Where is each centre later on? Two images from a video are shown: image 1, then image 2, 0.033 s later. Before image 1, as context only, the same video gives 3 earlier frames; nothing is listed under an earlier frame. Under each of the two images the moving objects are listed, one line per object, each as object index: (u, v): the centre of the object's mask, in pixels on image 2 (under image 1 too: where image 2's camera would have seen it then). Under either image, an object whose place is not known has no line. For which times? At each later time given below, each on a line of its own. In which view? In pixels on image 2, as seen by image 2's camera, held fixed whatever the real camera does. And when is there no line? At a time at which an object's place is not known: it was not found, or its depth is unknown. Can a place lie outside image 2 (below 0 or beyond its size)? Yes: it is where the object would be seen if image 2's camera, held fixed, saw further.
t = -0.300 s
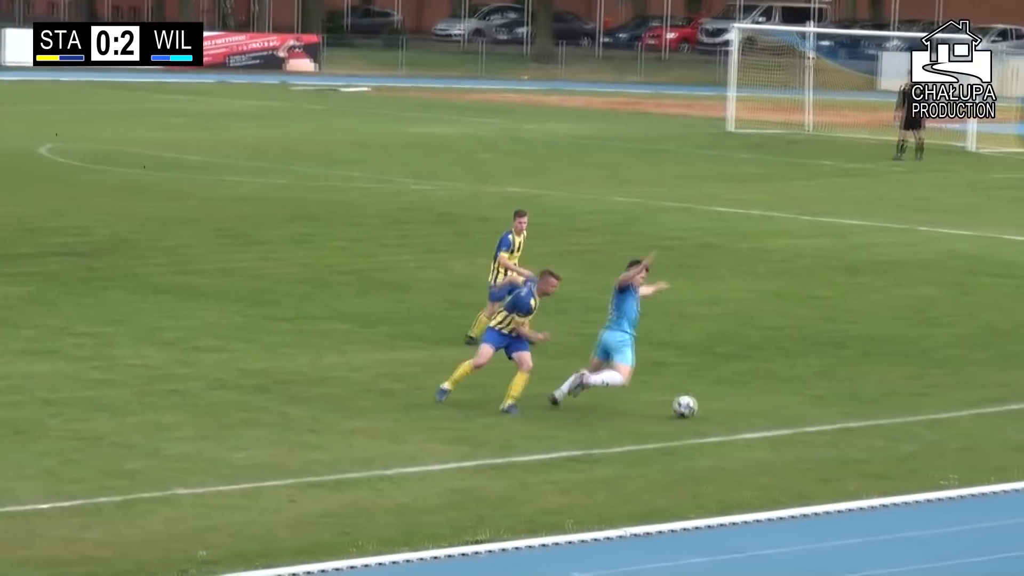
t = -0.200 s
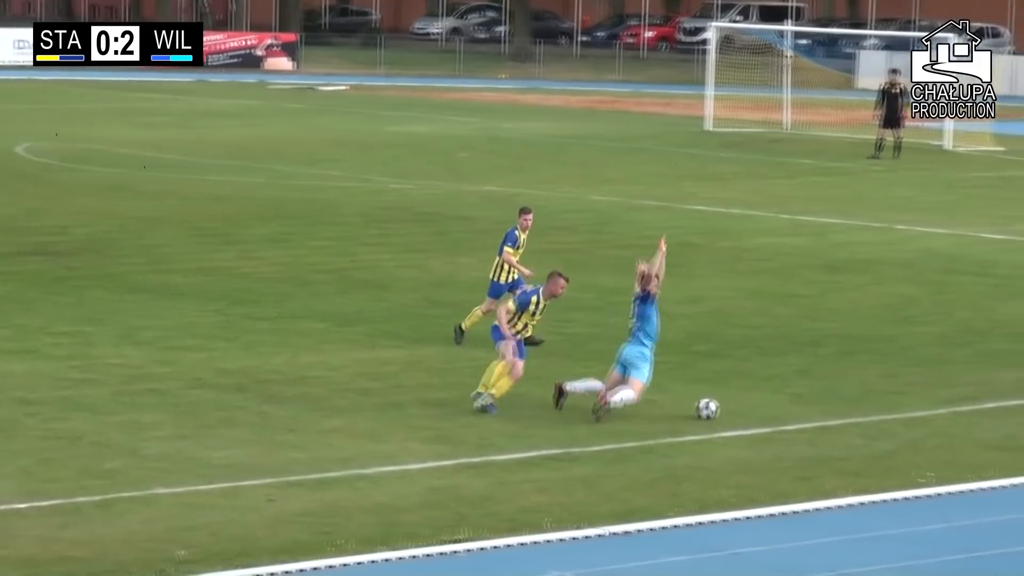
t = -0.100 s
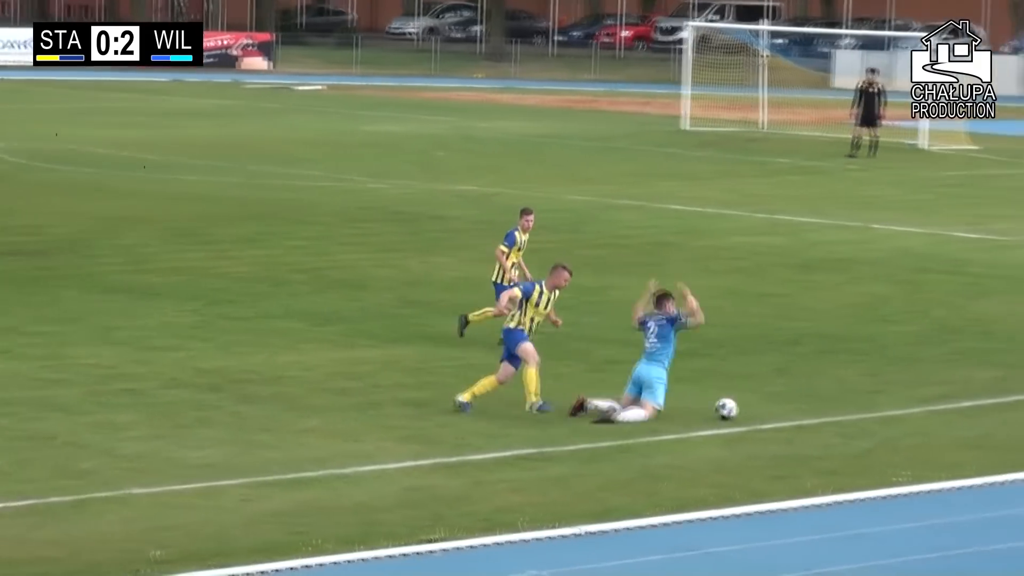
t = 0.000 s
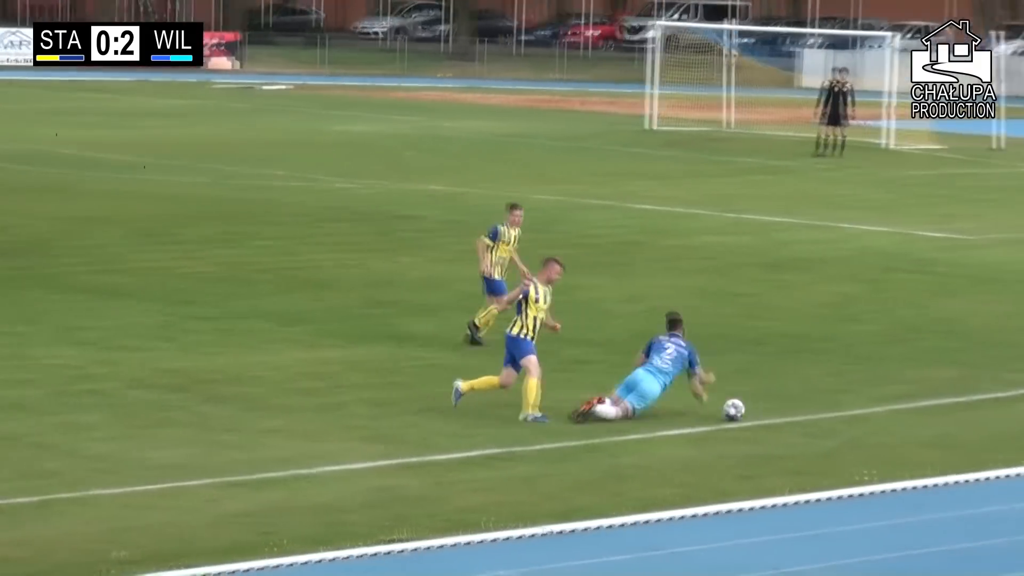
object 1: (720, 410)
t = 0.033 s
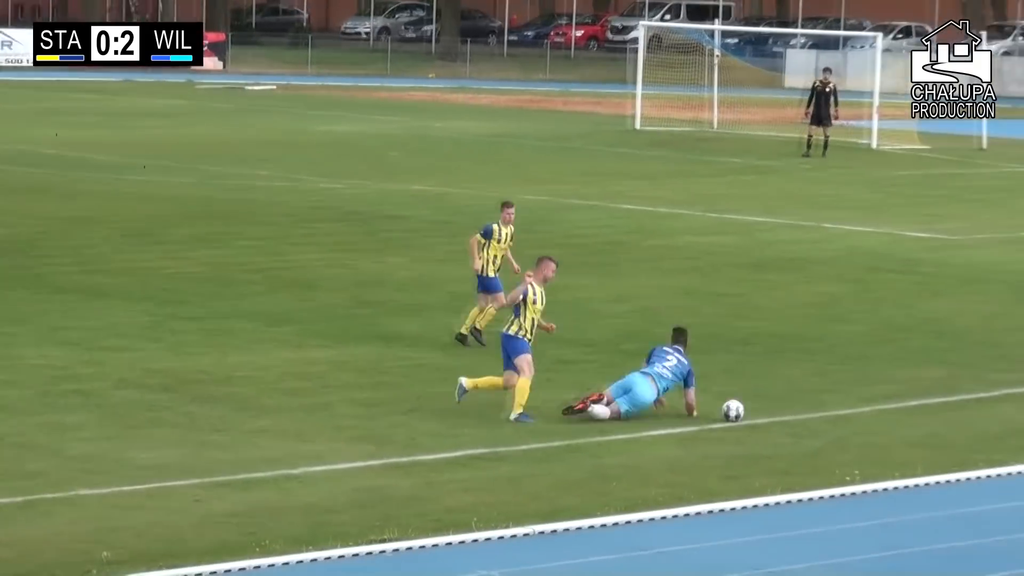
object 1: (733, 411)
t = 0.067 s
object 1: (749, 413)
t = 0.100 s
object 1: (761, 413)
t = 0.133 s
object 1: (774, 414)
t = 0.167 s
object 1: (791, 415)
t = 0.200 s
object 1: (802, 415)
